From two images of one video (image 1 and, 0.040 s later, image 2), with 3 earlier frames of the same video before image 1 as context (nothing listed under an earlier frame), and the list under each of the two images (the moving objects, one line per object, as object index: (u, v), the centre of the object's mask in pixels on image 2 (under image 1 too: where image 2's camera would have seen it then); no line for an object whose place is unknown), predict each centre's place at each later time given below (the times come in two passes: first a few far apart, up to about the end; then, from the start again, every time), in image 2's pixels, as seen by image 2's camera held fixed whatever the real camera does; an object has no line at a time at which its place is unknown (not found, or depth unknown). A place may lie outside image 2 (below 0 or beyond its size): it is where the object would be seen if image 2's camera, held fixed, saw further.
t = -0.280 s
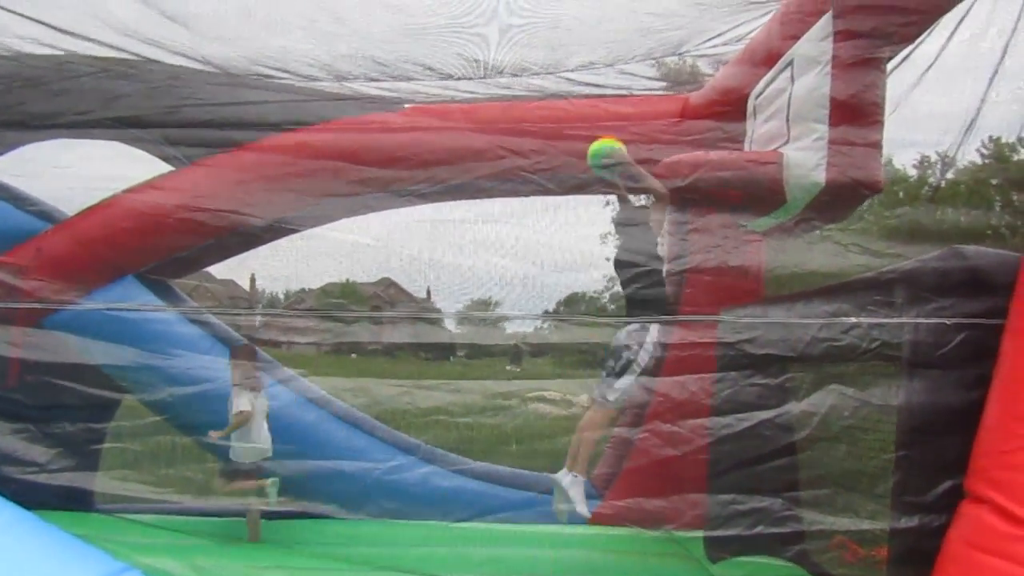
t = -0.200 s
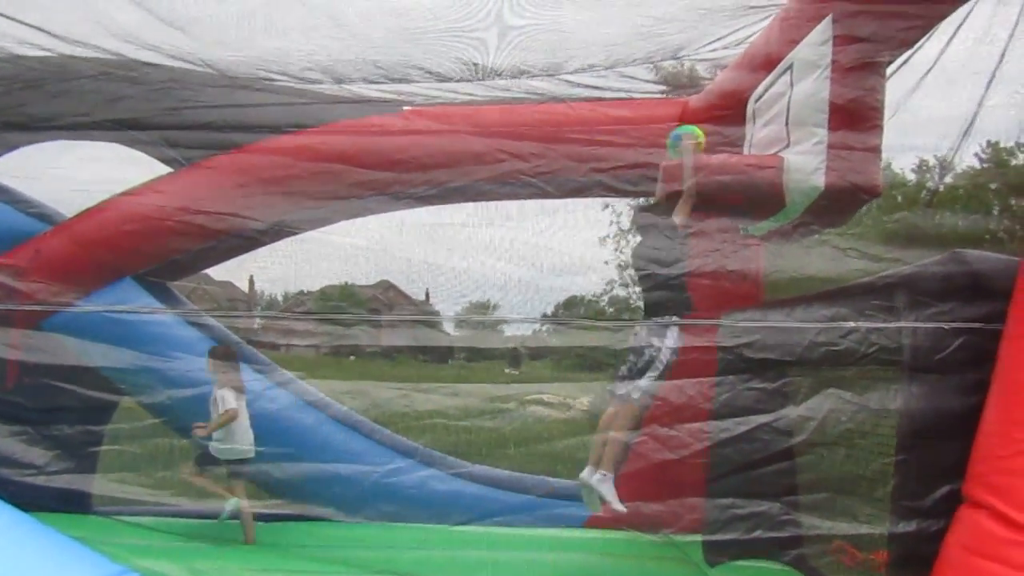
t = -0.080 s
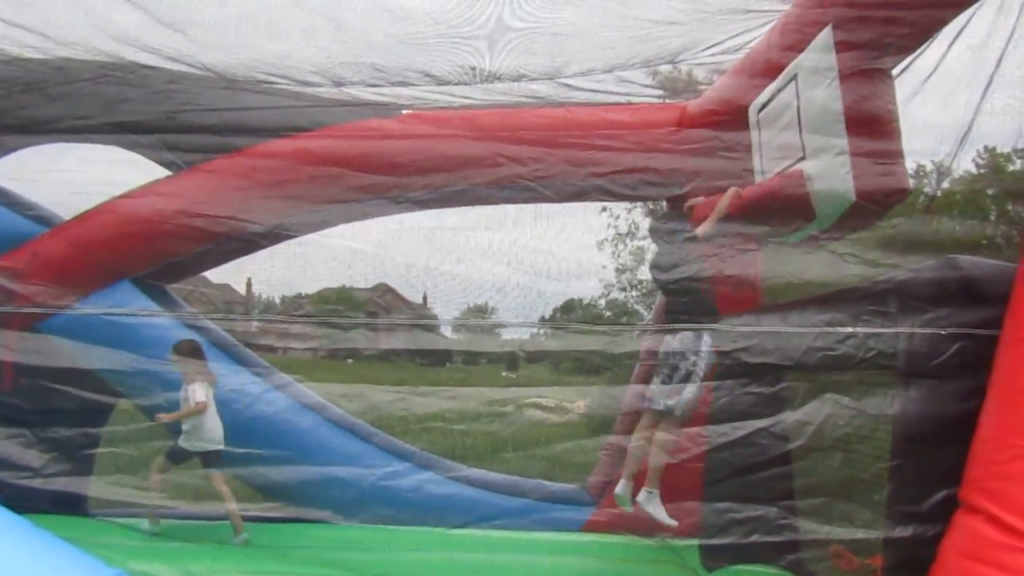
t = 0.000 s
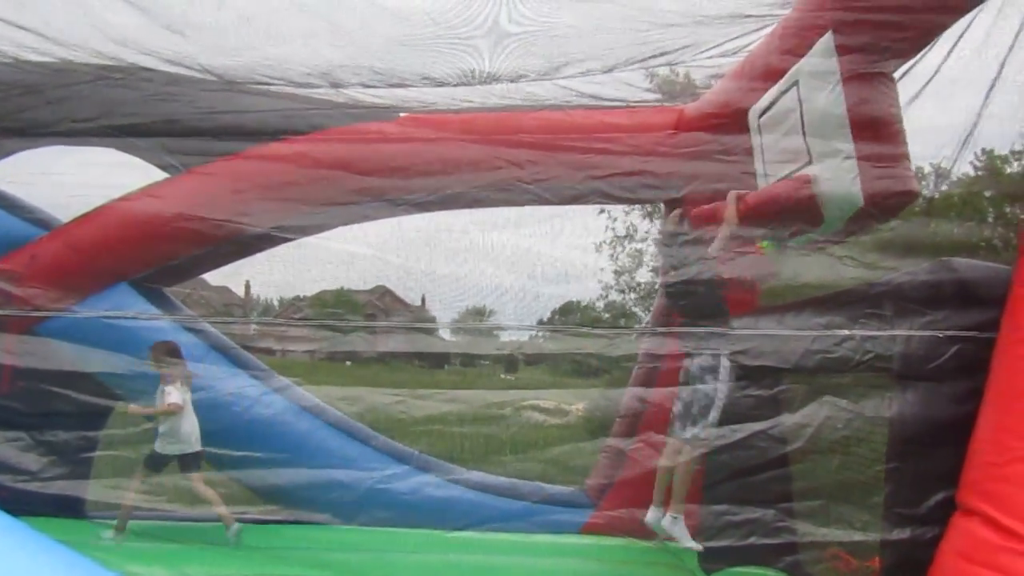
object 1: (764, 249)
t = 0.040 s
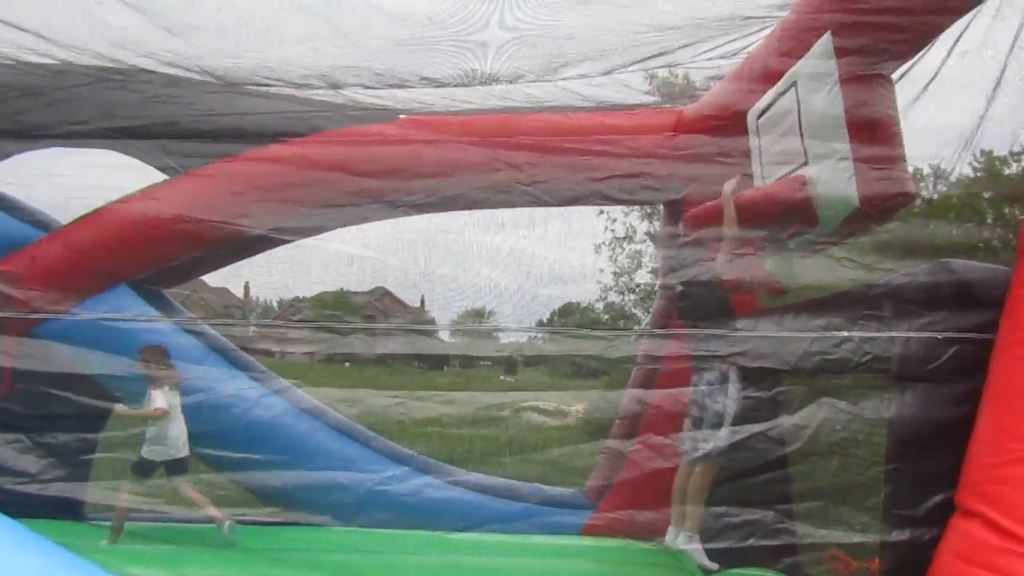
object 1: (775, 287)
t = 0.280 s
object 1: (766, 281)
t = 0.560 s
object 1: (734, 366)
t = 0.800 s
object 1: (714, 545)
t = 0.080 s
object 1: (786, 294)
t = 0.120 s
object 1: (785, 292)
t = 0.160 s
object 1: (781, 286)
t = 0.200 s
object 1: (775, 282)
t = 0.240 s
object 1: (771, 281)
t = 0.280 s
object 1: (766, 281)
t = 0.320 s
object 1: (763, 285)
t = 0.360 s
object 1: (758, 291)
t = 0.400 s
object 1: (753, 301)
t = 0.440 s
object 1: (748, 313)
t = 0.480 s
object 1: (744, 327)
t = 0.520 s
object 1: (739, 347)
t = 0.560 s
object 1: (734, 366)
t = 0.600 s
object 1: (731, 388)
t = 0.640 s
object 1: (726, 411)
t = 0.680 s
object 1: (723, 441)
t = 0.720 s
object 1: (720, 474)
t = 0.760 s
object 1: (718, 508)
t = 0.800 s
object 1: (714, 545)
